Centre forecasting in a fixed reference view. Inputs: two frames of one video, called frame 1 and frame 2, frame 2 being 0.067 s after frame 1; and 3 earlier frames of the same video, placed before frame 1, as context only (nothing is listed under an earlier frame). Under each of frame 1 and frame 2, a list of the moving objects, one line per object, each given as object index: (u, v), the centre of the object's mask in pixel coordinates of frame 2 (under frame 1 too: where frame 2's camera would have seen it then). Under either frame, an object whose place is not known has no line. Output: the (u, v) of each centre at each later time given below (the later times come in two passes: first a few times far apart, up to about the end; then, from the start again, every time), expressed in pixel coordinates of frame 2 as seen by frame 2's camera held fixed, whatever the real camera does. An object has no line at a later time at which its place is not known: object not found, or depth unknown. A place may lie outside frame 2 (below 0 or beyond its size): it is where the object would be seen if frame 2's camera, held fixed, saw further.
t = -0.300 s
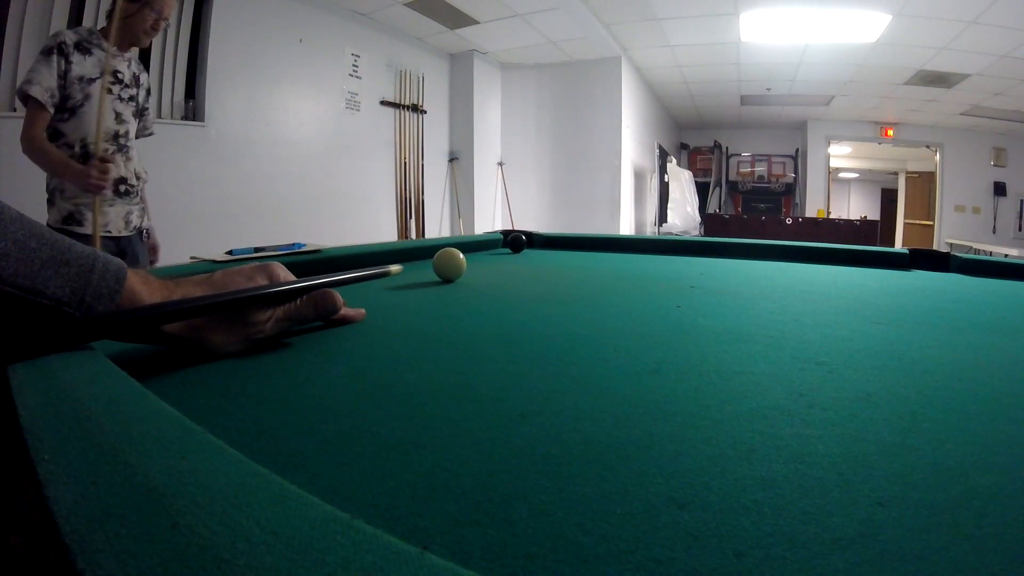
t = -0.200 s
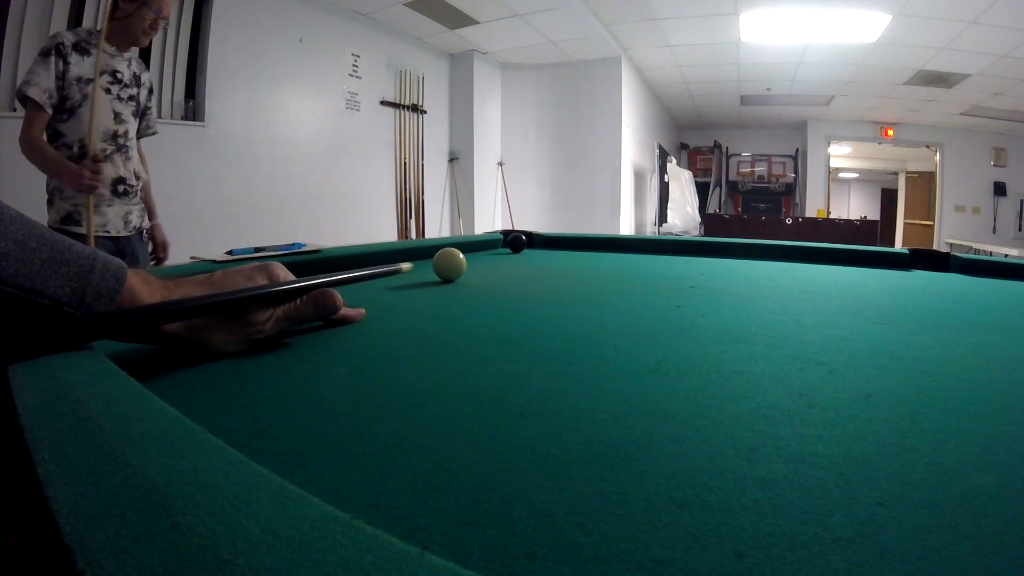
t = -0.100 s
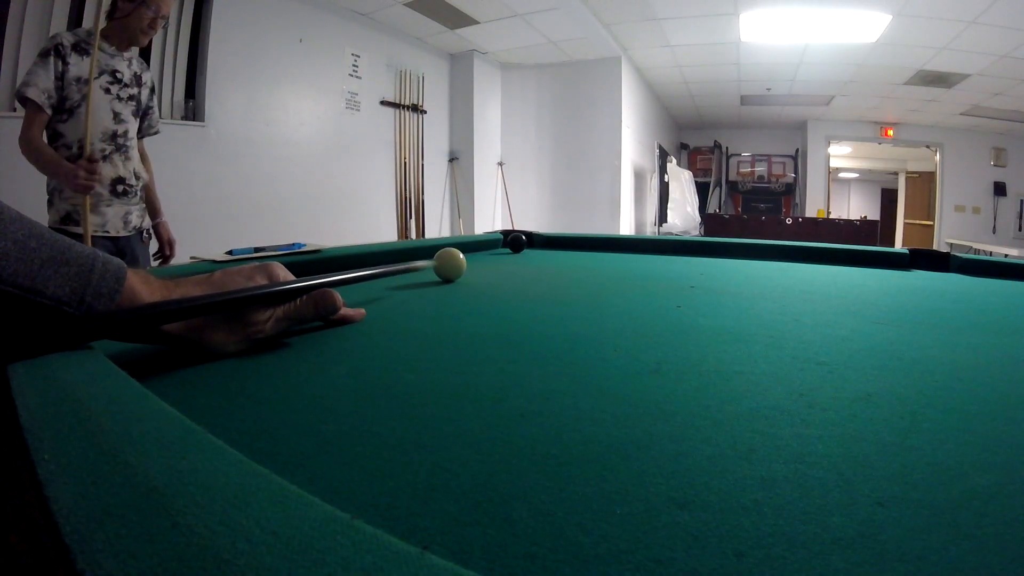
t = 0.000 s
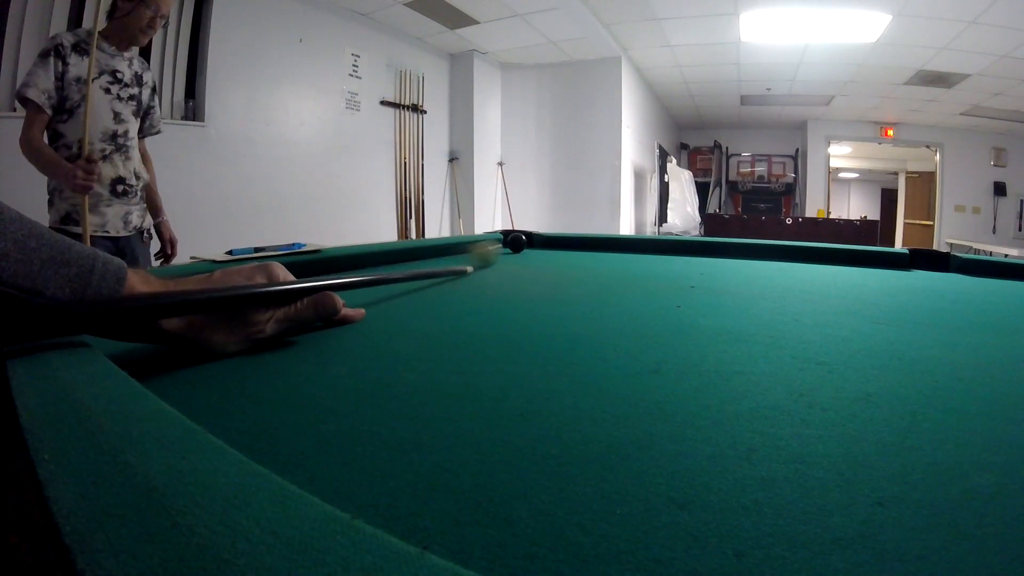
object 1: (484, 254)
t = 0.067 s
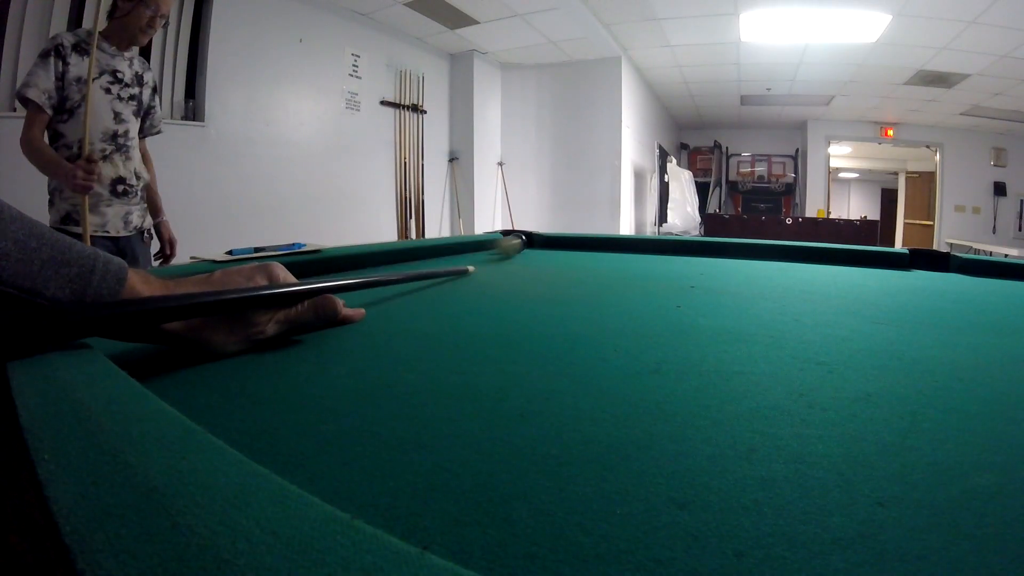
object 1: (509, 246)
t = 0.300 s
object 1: (571, 243)
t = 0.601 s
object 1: (617, 244)
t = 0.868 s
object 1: (649, 248)
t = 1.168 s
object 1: (690, 252)
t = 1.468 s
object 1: (735, 257)
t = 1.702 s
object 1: (772, 262)
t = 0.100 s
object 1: (517, 244)
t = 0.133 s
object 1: (526, 243)
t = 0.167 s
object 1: (537, 243)
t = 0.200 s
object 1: (545, 242)
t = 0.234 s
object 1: (551, 242)
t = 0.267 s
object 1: (563, 243)
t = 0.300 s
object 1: (571, 243)
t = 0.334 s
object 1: (579, 243)
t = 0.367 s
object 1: (586, 242)
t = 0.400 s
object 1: (594, 242)
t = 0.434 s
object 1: (599, 242)
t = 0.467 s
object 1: (603, 243)
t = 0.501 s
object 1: (606, 243)
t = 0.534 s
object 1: (610, 243)
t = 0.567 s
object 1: (614, 244)
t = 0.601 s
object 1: (617, 244)
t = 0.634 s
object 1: (621, 245)
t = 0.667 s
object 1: (625, 245)
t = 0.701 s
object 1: (629, 246)
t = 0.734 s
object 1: (633, 246)
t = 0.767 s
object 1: (637, 246)
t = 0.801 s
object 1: (641, 247)
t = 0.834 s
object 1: (645, 247)
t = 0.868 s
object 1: (649, 248)
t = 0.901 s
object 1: (653, 248)
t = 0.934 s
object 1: (658, 249)
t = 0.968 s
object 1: (662, 249)
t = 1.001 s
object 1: (666, 249)
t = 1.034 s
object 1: (671, 250)
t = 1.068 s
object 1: (676, 251)
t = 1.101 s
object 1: (680, 251)
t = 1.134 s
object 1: (685, 251)
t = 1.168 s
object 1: (690, 252)
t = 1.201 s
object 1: (694, 252)
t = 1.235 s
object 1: (699, 253)
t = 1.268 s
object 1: (704, 253)
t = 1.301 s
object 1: (709, 254)
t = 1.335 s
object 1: (714, 255)
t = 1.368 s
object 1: (719, 255)
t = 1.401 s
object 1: (724, 256)
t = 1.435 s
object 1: (729, 256)
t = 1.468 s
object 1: (735, 257)
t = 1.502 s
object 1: (740, 258)
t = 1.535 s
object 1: (745, 259)
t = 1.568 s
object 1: (750, 259)
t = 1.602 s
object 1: (756, 260)
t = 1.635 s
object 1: (761, 261)
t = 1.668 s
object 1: (767, 262)
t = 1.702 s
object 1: (772, 262)
